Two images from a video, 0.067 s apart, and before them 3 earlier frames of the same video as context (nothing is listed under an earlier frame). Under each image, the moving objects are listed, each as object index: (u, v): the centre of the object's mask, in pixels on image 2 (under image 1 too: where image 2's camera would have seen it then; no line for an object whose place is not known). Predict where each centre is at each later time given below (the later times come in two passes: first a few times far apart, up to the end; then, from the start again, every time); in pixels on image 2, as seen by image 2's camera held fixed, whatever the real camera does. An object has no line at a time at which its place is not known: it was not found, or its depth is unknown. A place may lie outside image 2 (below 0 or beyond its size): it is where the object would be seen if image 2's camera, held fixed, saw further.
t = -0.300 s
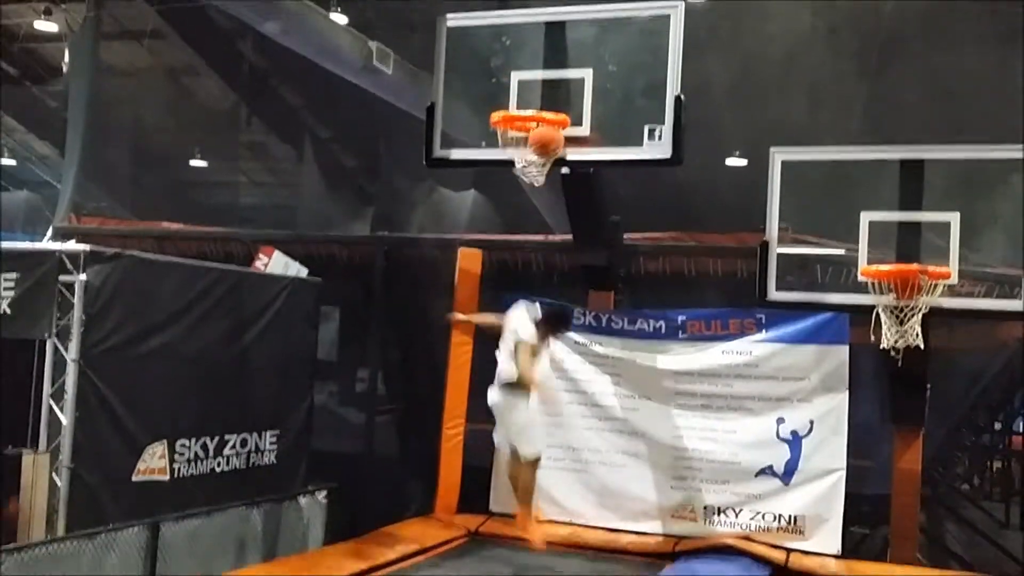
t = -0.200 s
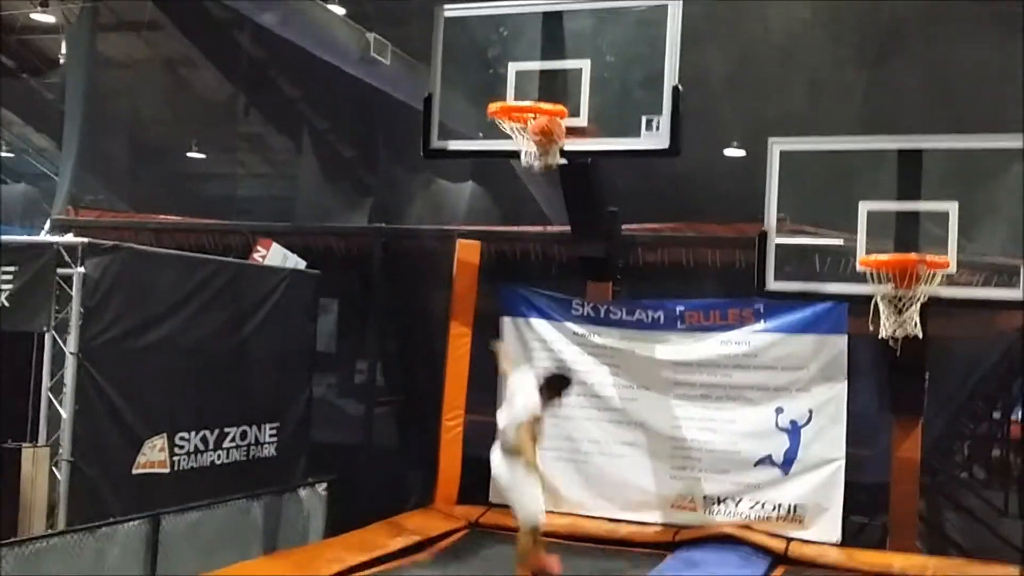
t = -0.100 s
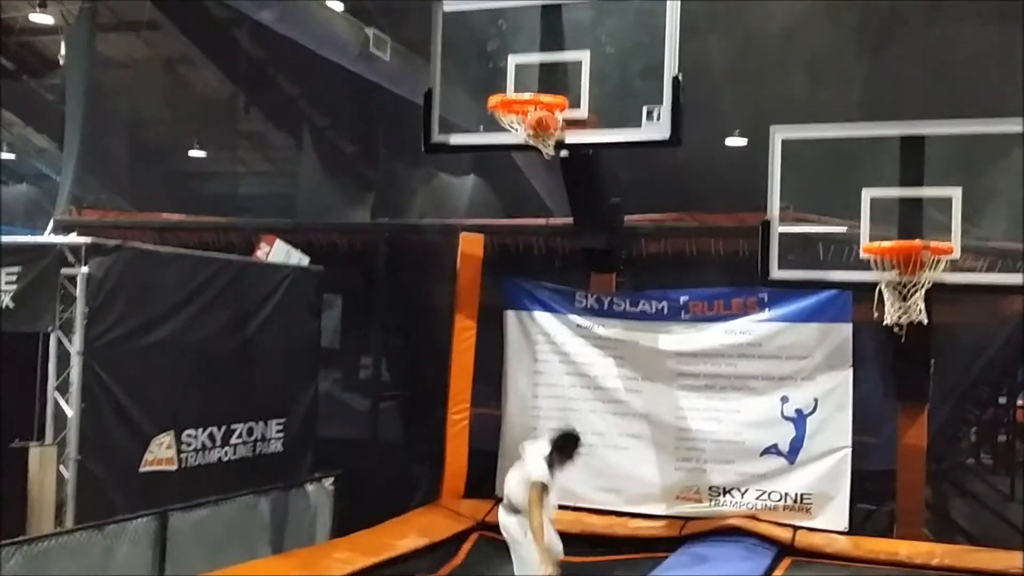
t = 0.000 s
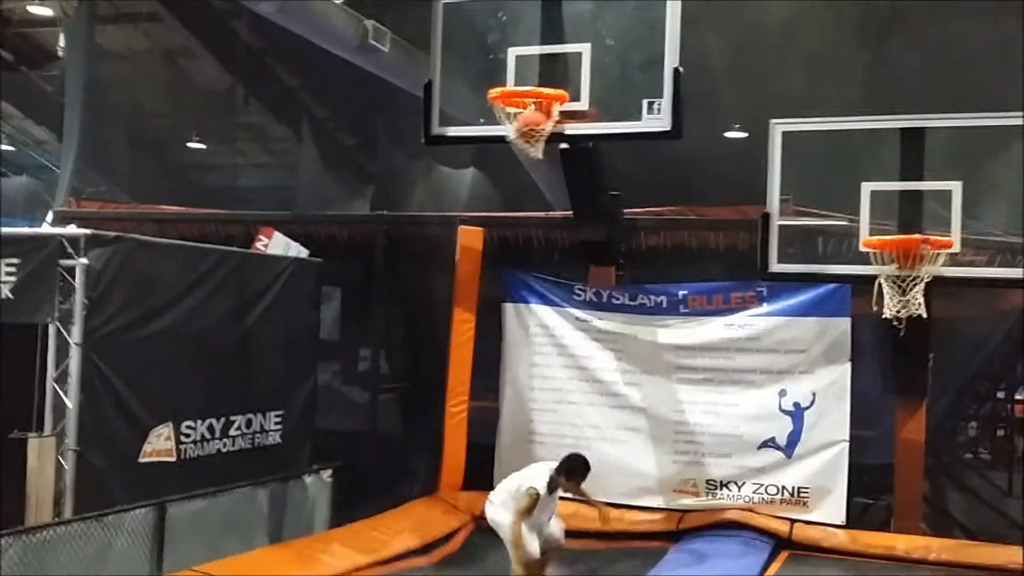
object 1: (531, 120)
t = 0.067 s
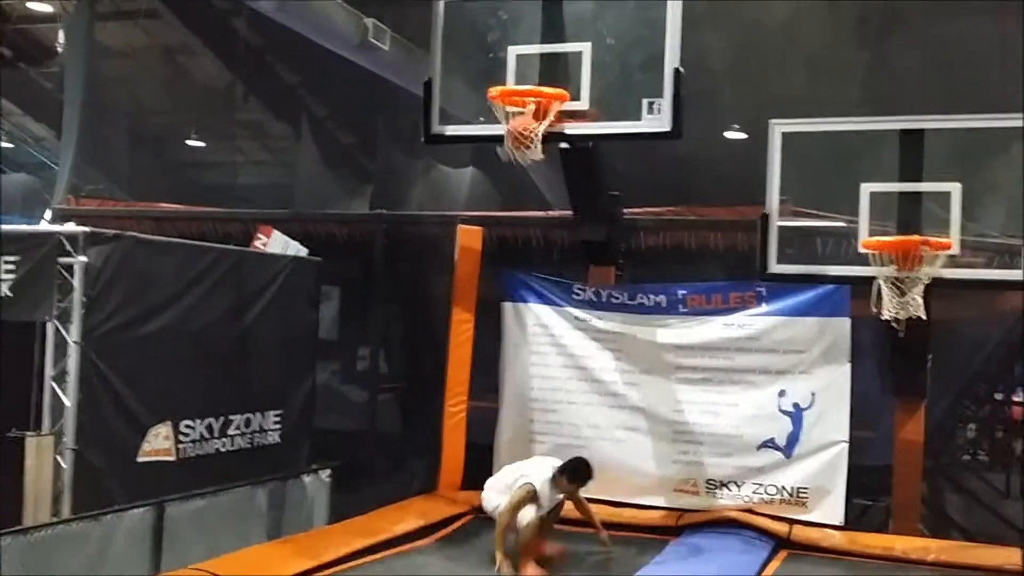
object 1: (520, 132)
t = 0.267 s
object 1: (509, 159)
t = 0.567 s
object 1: (523, 232)
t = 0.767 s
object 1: (525, 355)
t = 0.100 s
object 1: (517, 138)
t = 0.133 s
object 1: (513, 142)
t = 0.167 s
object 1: (514, 146)
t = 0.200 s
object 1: (507, 152)
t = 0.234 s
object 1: (511, 150)
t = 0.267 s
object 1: (509, 159)
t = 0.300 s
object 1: (512, 162)
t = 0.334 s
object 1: (514, 165)
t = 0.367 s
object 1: (515, 168)
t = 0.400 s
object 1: (517, 174)
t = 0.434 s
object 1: (517, 182)
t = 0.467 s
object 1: (520, 191)
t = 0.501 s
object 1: (522, 201)
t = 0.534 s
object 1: (521, 217)
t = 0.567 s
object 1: (523, 232)
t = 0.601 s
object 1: (523, 248)
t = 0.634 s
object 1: (523, 266)
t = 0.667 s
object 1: (524, 284)
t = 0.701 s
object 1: (525, 304)
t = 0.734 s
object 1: (525, 329)
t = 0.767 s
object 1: (525, 355)
